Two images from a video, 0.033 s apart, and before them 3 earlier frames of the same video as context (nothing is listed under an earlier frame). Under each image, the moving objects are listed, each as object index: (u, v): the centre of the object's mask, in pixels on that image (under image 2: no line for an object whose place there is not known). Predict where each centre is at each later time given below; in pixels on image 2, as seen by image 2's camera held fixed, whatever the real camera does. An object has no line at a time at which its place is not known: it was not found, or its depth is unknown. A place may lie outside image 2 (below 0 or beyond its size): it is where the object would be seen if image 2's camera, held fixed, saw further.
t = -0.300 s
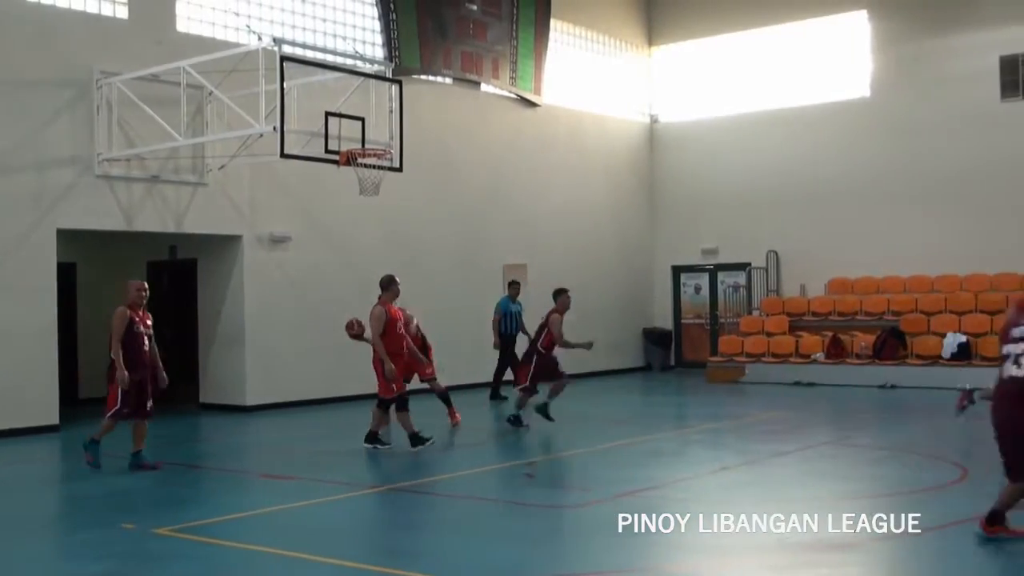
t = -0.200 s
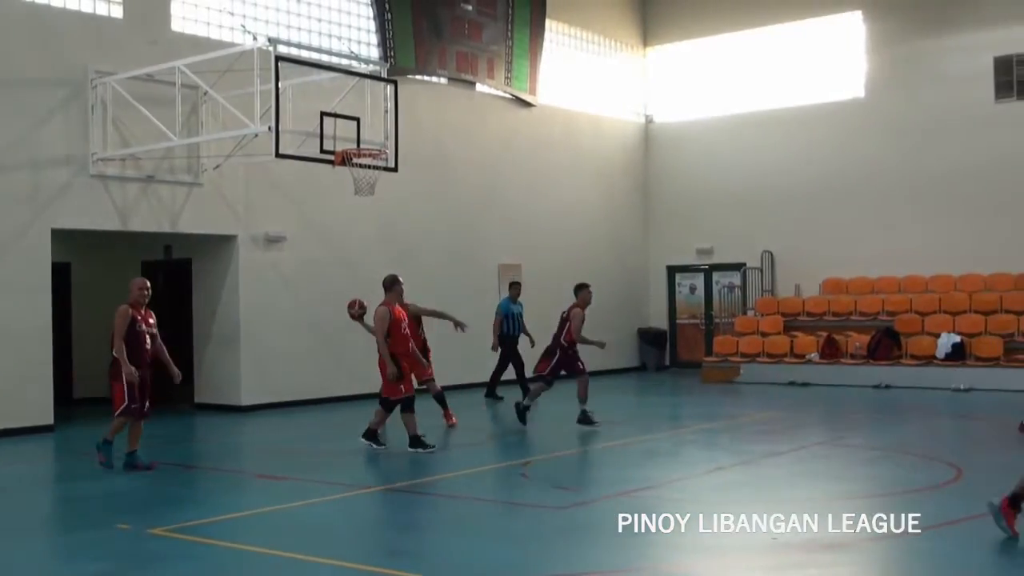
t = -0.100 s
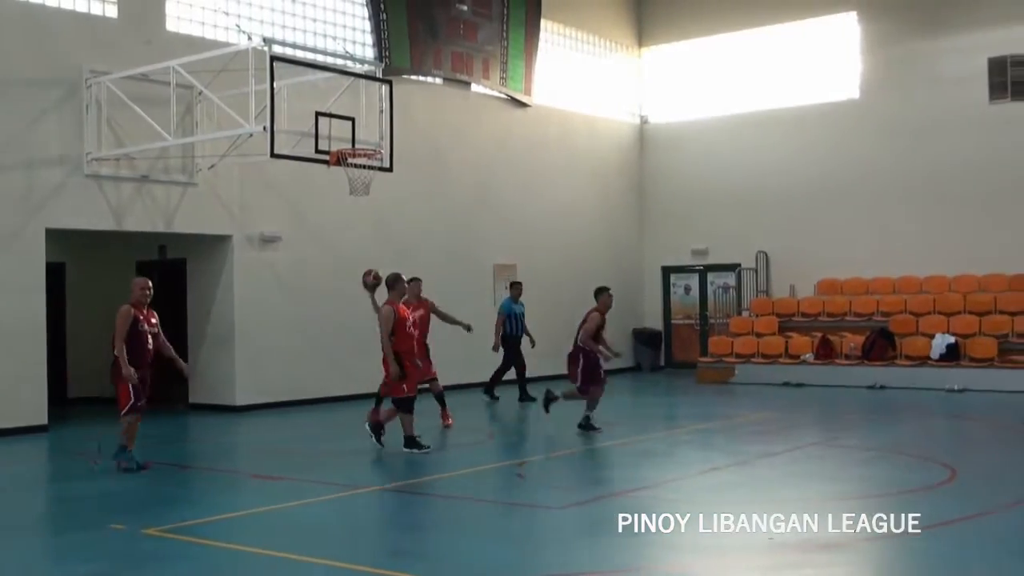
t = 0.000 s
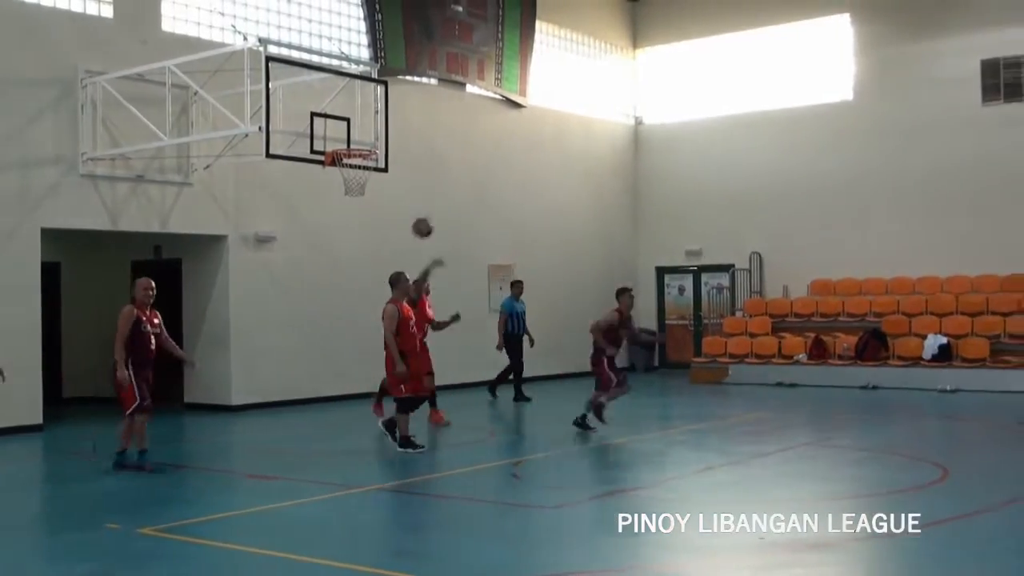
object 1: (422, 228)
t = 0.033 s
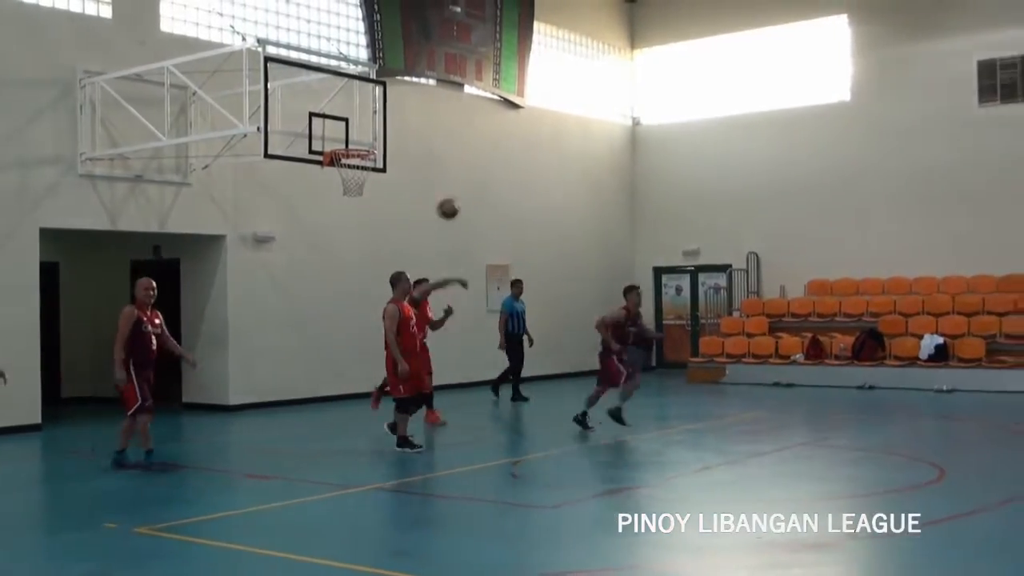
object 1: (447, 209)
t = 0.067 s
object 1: (476, 190)
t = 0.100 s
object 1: (503, 173)
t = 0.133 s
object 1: (532, 157)
